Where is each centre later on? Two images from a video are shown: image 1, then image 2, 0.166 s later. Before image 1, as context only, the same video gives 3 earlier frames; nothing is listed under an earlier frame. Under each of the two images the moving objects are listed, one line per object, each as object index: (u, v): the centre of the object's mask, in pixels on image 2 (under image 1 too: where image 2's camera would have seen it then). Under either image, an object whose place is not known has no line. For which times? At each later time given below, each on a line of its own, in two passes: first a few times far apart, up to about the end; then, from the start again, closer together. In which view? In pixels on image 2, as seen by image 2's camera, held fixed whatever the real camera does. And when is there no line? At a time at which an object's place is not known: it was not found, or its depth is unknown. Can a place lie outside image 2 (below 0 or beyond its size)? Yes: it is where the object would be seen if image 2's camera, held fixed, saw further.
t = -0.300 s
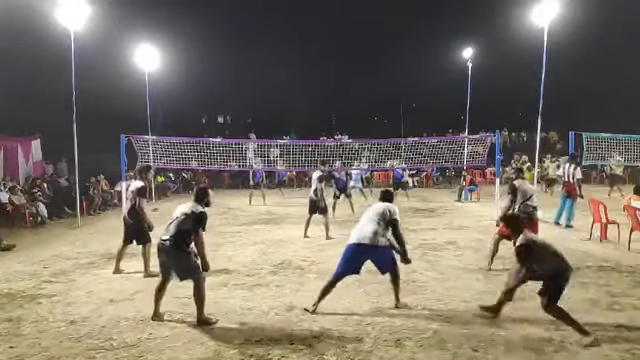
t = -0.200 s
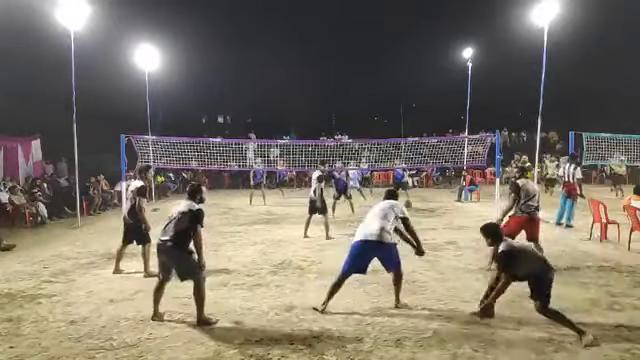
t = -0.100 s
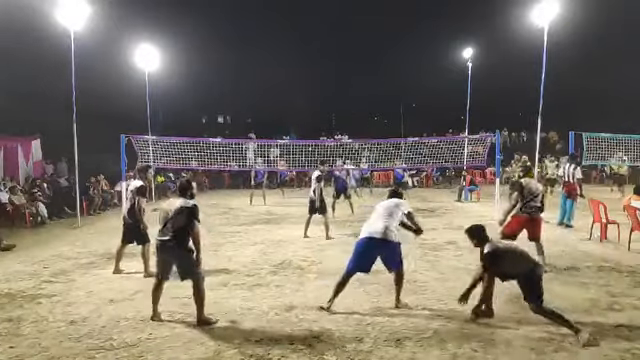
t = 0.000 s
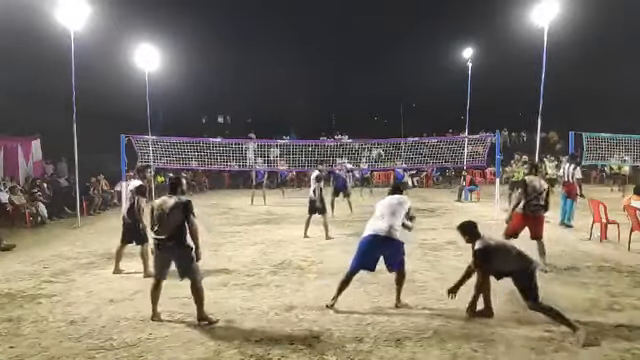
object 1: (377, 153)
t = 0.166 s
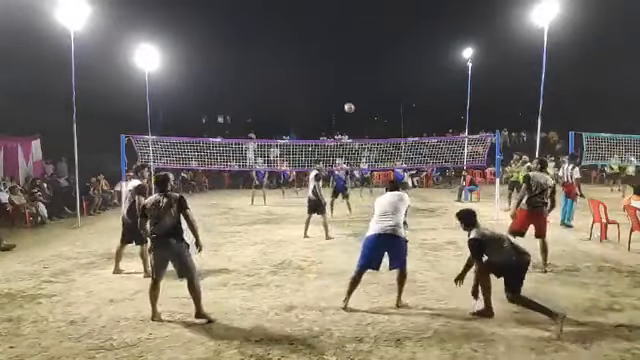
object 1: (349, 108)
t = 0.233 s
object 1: (339, 97)
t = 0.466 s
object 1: (314, 81)
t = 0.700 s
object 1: (297, 88)
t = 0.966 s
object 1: (283, 113)
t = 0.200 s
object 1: (344, 102)
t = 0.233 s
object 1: (339, 97)
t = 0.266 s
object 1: (335, 93)
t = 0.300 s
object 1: (331, 89)
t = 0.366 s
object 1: (324, 84)
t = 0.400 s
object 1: (321, 83)
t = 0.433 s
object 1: (318, 82)
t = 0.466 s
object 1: (314, 81)
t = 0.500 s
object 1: (311, 81)
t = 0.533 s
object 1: (309, 81)
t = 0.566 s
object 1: (307, 82)
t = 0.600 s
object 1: (304, 83)
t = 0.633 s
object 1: (301, 84)
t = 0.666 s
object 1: (299, 85)
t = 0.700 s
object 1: (297, 88)
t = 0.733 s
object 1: (295, 90)
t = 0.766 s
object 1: (293, 93)
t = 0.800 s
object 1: (292, 95)
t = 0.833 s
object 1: (289, 99)
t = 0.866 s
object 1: (288, 102)
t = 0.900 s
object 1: (286, 105)
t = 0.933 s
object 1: (285, 109)
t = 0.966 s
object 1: (283, 113)
